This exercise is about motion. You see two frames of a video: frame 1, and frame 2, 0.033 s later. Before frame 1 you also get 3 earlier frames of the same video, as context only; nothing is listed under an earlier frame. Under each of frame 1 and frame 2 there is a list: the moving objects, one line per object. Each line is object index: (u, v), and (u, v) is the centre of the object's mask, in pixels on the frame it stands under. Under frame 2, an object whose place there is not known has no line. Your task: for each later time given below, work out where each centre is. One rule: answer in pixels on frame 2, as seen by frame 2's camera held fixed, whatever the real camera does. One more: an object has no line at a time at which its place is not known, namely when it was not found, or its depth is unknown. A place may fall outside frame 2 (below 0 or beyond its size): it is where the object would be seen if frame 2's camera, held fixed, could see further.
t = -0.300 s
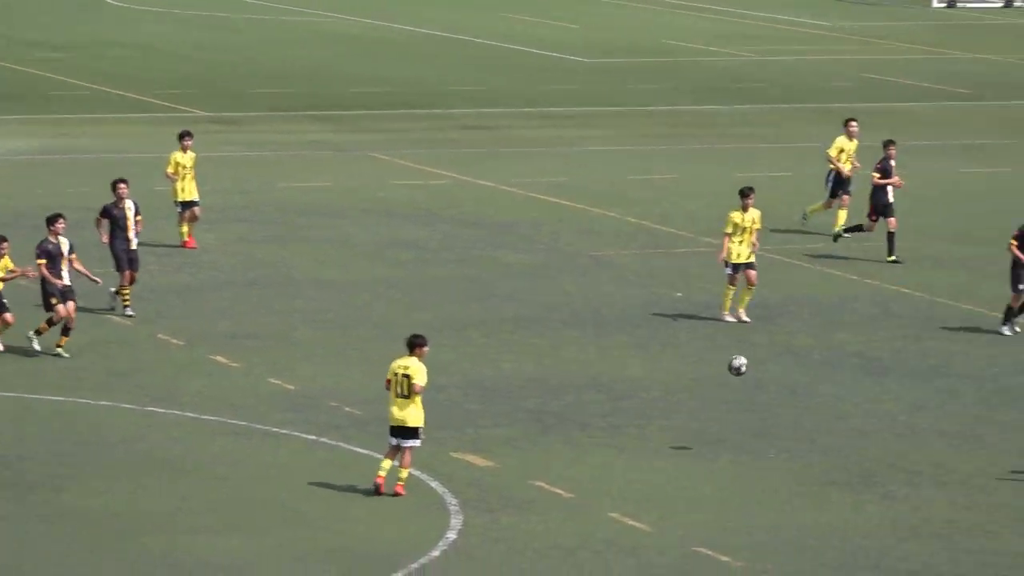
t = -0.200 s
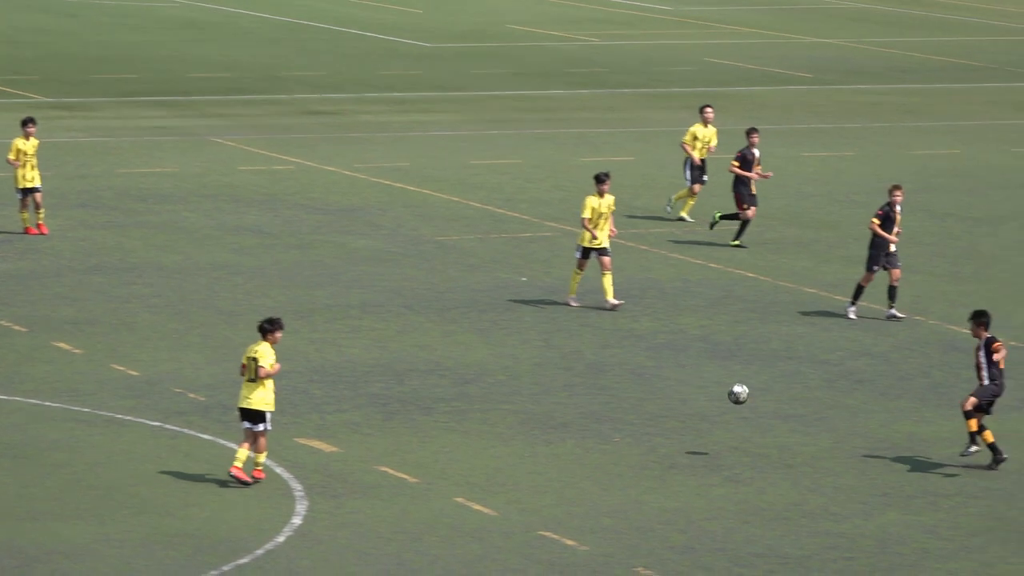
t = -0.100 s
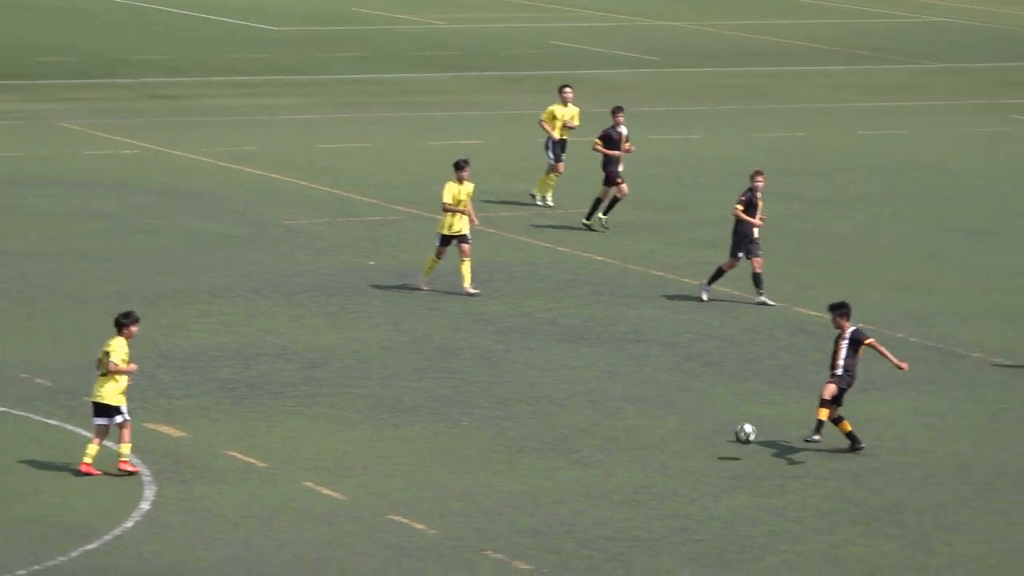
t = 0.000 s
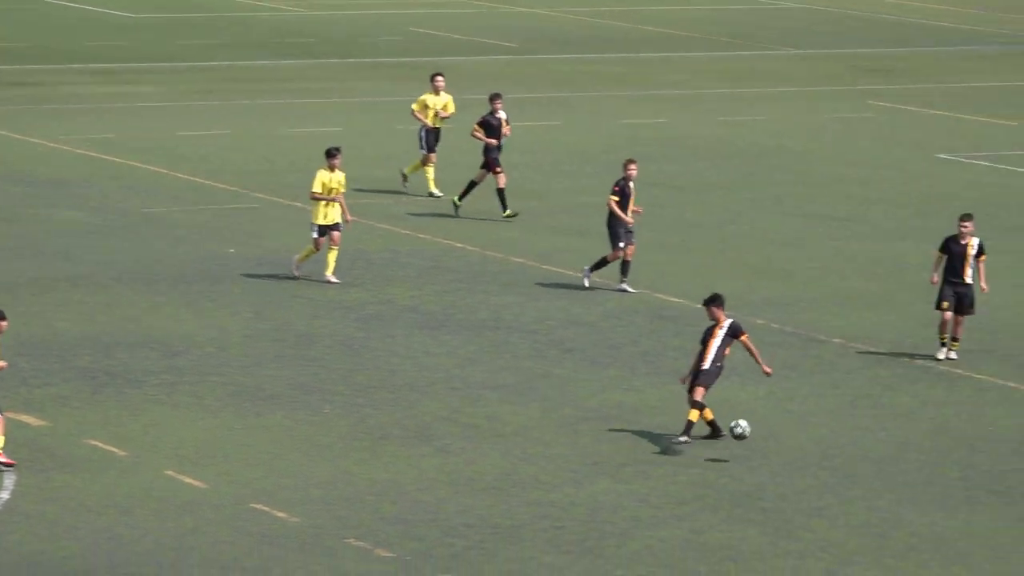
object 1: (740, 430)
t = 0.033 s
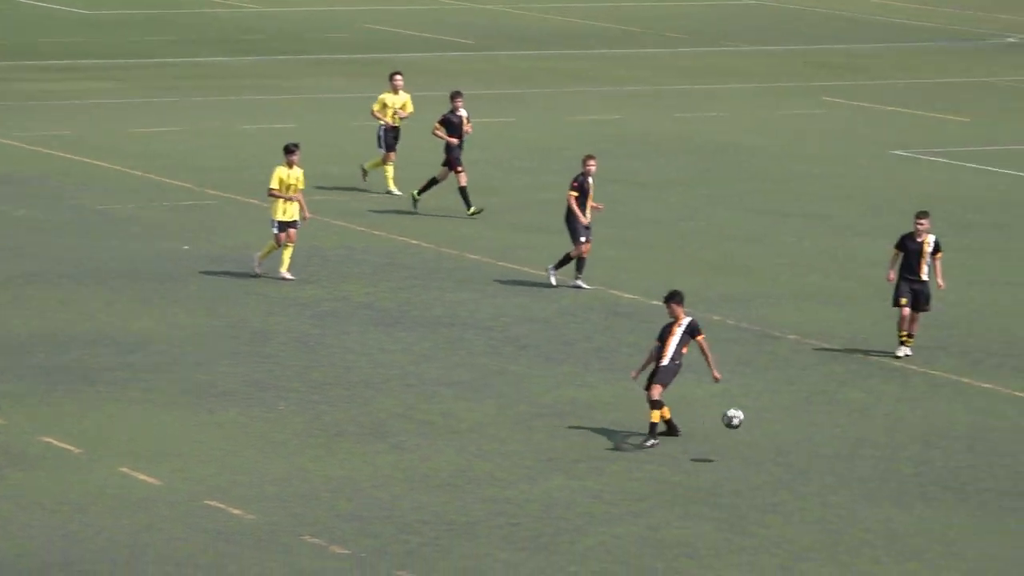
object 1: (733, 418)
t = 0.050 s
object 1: (753, 415)
